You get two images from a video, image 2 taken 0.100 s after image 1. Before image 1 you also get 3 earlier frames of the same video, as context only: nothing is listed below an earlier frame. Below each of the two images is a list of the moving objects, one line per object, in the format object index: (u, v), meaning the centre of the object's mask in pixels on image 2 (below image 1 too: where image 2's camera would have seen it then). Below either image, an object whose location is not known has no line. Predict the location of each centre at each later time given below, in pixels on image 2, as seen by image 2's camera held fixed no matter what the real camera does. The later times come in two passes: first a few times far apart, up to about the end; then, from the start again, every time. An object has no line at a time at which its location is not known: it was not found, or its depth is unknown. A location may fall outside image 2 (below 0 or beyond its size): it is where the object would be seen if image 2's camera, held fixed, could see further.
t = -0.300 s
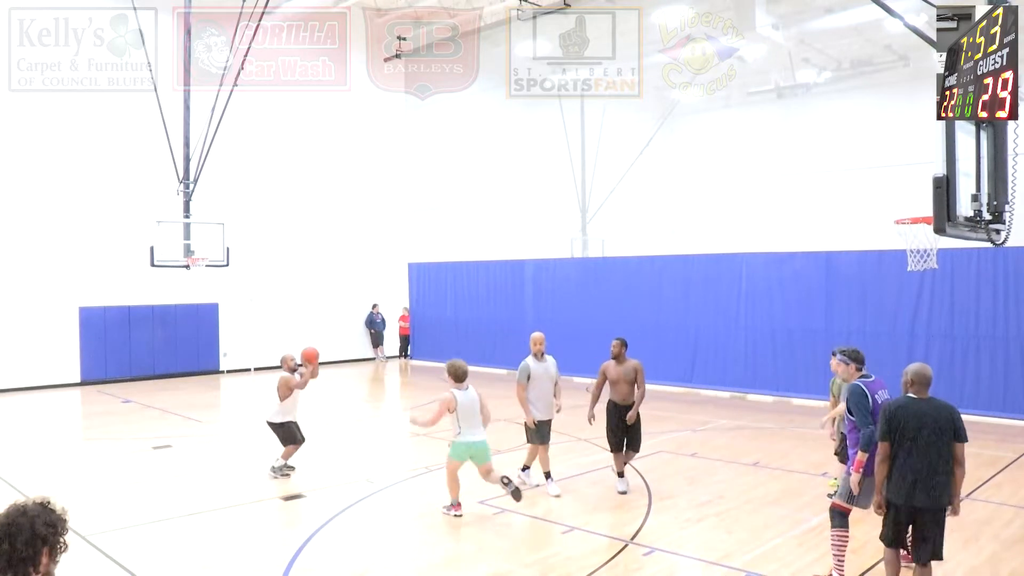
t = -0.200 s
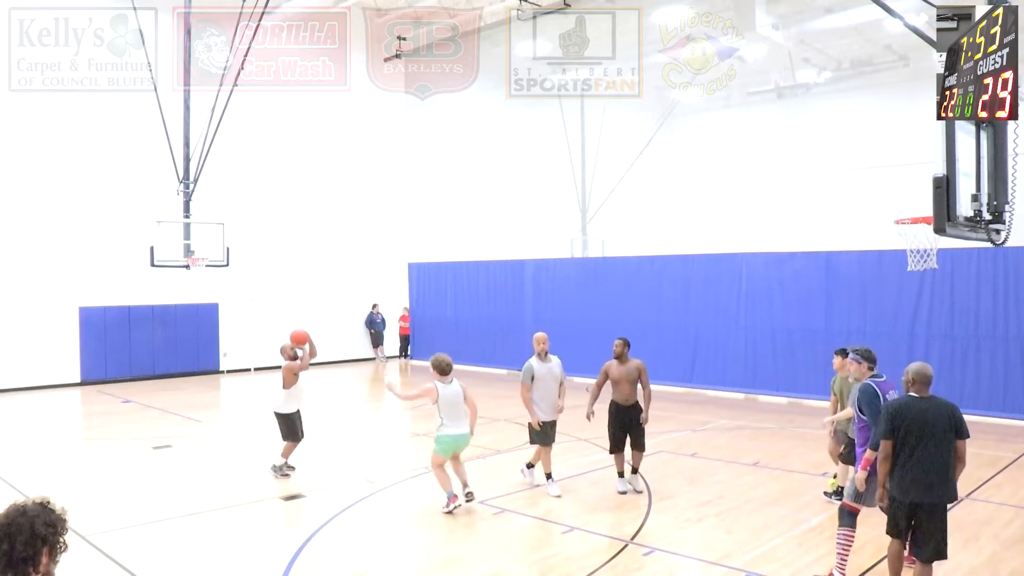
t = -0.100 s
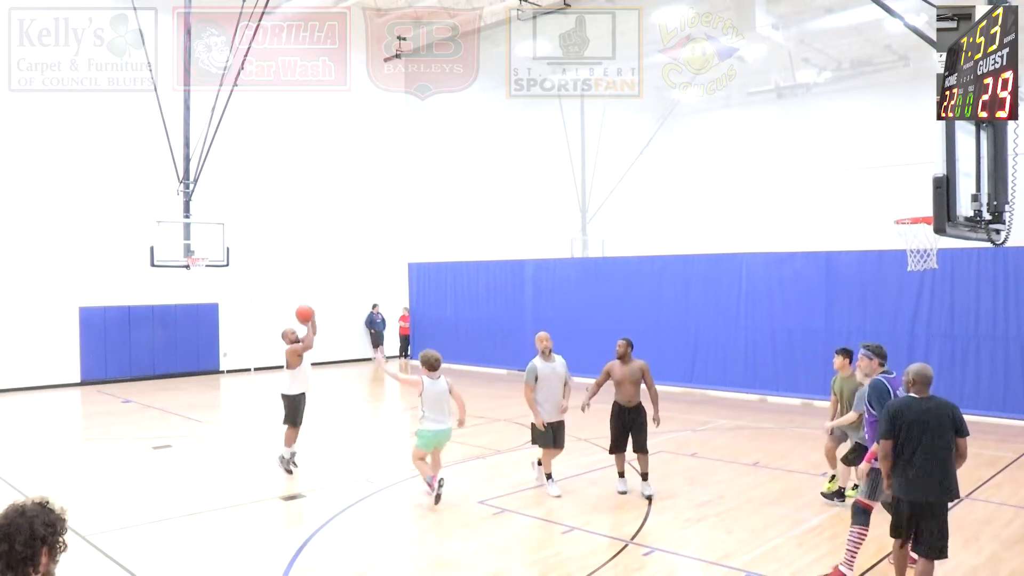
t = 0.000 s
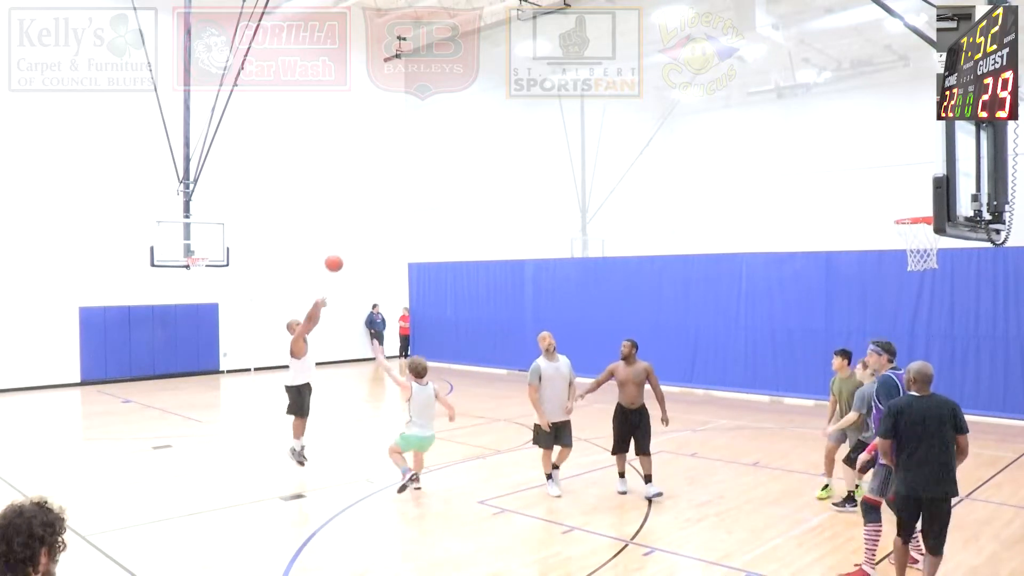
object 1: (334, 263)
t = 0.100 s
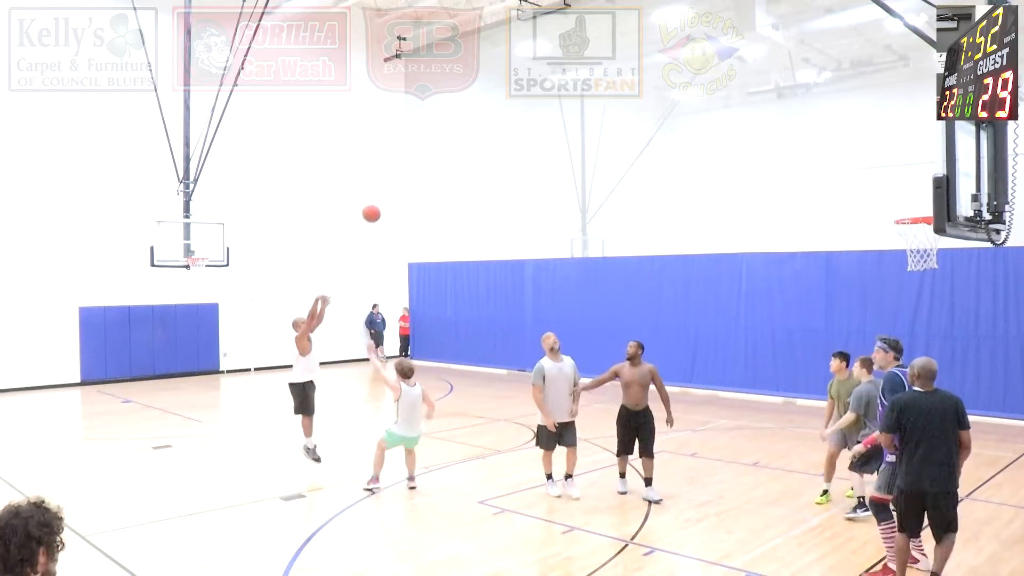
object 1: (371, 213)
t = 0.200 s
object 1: (411, 170)
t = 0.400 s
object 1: (494, 105)
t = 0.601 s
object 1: (584, 73)
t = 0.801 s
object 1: (679, 74)
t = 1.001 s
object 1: (781, 115)
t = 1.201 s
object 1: (888, 199)
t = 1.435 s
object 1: (900, 193)
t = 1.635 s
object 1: (898, 208)
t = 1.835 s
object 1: (896, 254)
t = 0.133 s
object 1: (384, 198)
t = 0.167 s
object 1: (397, 183)
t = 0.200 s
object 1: (411, 170)
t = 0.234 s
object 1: (424, 157)
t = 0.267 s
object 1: (437, 145)
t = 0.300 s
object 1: (451, 134)
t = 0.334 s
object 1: (466, 123)
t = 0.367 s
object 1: (479, 114)
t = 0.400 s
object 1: (494, 105)
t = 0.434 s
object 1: (508, 98)
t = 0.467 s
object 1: (523, 91)
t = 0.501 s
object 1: (538, 85)
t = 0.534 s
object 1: (552, 79)
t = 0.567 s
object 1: (569, 76)
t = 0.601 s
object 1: (584, 73)
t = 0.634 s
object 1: (599, 70)
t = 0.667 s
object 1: (615, 69)
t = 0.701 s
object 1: (631, 68)
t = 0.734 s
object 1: (647, 69)
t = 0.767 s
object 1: (663, 71)
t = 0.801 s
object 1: (679, 74)
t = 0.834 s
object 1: (696, 78)
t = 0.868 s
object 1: (713, 83)
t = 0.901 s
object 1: (730, 89)
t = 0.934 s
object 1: (747, 97)
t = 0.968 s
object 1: (764, 105)
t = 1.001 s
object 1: (781, 115)
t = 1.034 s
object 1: (799, 126)
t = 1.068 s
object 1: (816, 138)
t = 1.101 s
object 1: (834, 152)
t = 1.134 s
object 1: (852, 166)
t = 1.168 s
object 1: (870, 182)
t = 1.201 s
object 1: (888, 199)
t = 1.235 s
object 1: (903, 212)
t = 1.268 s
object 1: (904, 209)
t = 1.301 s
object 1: (903, 204)
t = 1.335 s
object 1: (902, 200)
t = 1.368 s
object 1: (902, 196)
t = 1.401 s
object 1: (901, 194)
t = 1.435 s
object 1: (900, 193)
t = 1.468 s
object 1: (900, 193)
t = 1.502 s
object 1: (899, 194)
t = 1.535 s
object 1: (899, 196)
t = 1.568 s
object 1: (899, 200)
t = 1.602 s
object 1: (898, 203)
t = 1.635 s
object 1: (898, 208)
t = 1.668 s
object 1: (897, 213)
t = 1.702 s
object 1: (896, 220)
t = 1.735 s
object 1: (897, 227)
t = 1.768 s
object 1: (896, 235)
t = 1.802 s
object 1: (896, 244)
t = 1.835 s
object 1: (896, 254)
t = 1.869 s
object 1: (895, 263)
